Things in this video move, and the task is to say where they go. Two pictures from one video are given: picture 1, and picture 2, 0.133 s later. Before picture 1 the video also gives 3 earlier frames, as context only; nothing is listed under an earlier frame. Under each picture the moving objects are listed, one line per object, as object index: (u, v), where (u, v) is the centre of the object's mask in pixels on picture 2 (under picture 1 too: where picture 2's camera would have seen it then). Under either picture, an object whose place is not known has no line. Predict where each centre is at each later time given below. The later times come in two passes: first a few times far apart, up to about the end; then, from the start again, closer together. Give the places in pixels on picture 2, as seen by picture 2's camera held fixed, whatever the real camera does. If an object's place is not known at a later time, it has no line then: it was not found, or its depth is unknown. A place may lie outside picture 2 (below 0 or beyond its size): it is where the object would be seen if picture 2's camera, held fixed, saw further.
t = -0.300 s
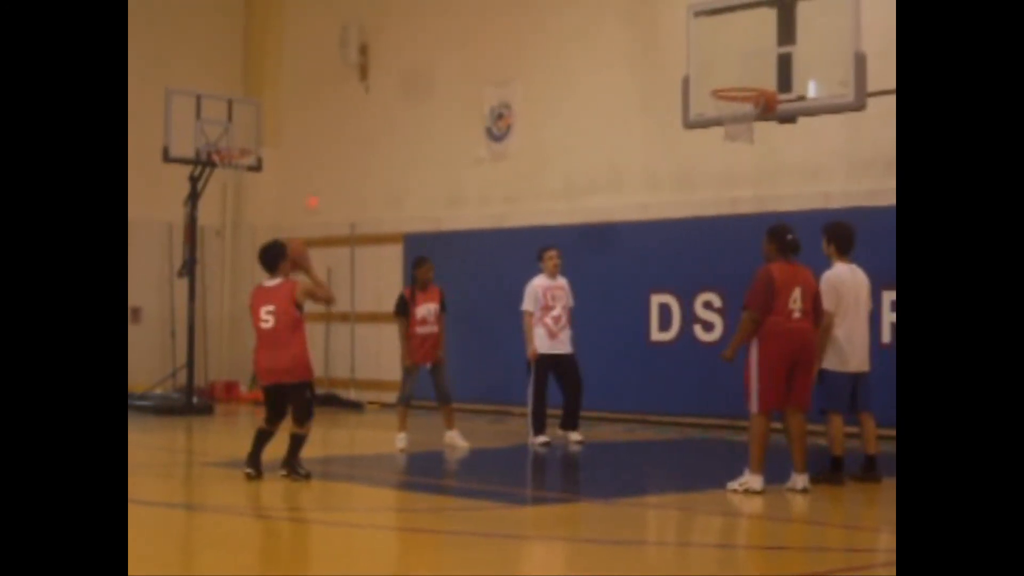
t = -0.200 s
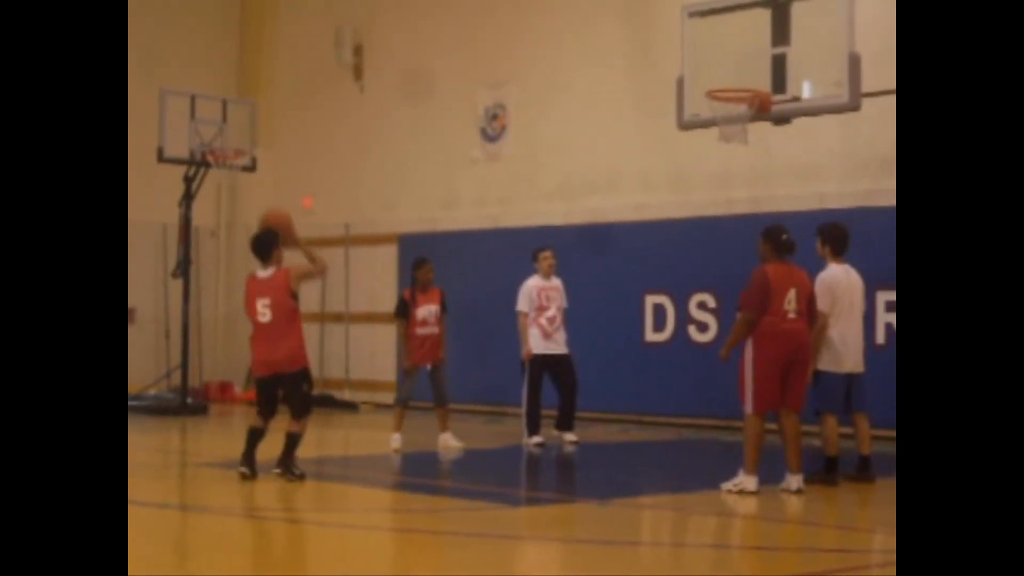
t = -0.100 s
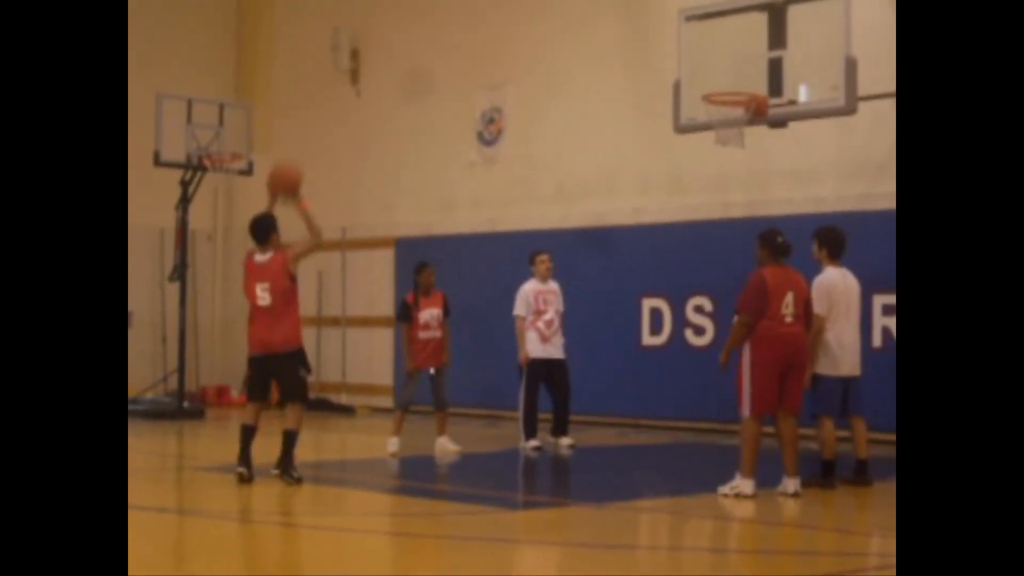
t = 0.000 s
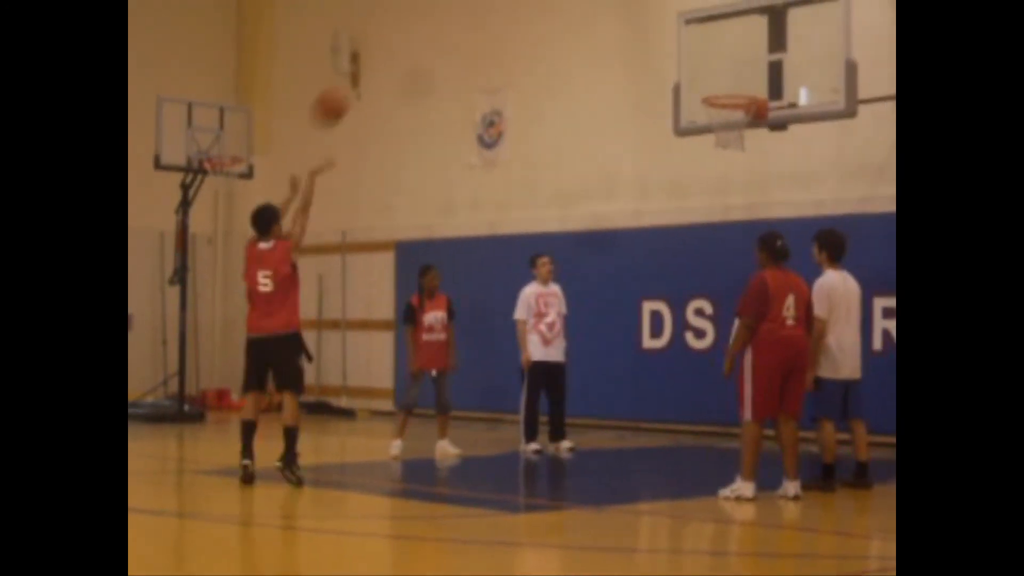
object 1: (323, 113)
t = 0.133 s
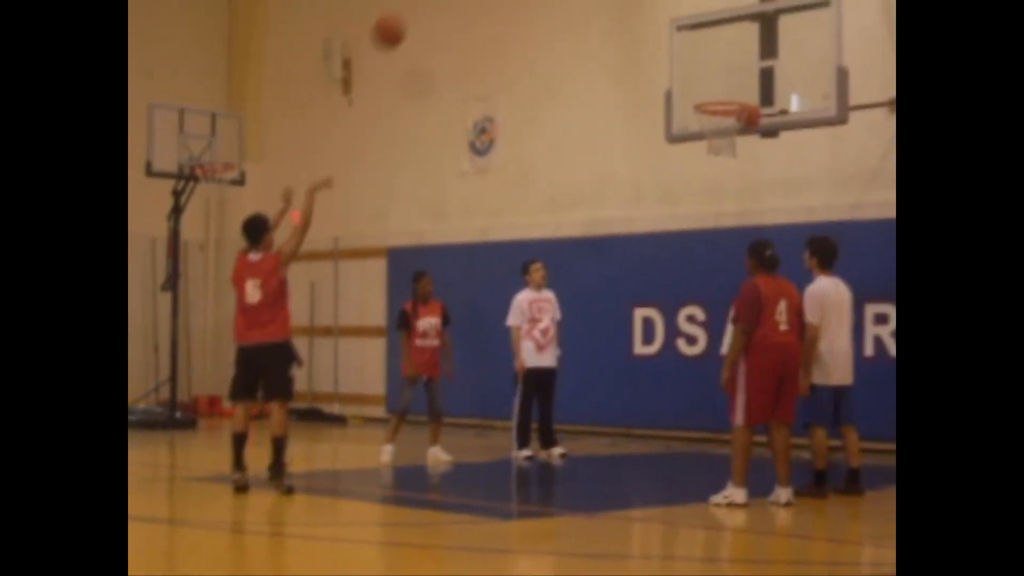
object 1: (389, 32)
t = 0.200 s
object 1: (420, 4)
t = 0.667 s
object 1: (608, -21)
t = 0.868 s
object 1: (677, 36)
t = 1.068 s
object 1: (738, 135)
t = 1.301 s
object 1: (752, 171)
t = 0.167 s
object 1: (404, 16)
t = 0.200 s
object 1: (420, 4)
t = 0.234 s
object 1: (435, -4)
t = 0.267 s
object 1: (451, -10)
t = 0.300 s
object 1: (464, -14)
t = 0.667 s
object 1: (608, -21)
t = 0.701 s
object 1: (621, -16)
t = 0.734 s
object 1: (632, -12)
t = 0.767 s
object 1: (644, -2)
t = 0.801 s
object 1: (655, 9)
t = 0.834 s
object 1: (666, 21)
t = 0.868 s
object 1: (677, 36)
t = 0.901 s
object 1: (688, 51)
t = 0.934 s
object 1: (698, 66)
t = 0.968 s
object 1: (709, 82)
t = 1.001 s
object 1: (719, 101)
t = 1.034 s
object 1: (731, 123)
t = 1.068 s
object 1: (738, 135)
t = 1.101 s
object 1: (742, 137)
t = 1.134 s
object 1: (744, 141)
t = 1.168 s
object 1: (745, 144)
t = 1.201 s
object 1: (747, 149)
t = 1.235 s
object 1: (749, 155)
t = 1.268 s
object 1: (750, 163)
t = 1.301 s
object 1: (752, 171)
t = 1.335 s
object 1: (753, 181)
